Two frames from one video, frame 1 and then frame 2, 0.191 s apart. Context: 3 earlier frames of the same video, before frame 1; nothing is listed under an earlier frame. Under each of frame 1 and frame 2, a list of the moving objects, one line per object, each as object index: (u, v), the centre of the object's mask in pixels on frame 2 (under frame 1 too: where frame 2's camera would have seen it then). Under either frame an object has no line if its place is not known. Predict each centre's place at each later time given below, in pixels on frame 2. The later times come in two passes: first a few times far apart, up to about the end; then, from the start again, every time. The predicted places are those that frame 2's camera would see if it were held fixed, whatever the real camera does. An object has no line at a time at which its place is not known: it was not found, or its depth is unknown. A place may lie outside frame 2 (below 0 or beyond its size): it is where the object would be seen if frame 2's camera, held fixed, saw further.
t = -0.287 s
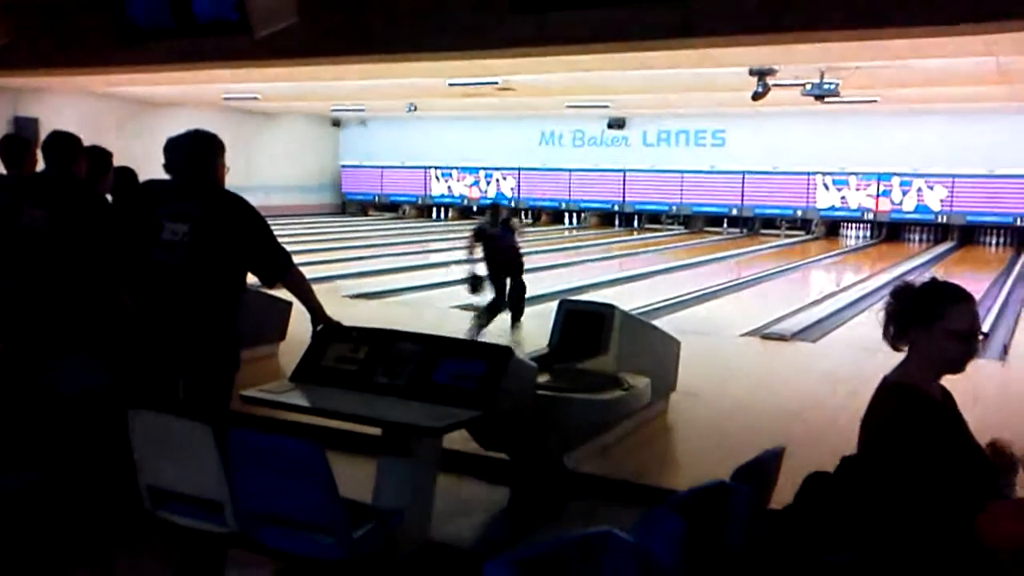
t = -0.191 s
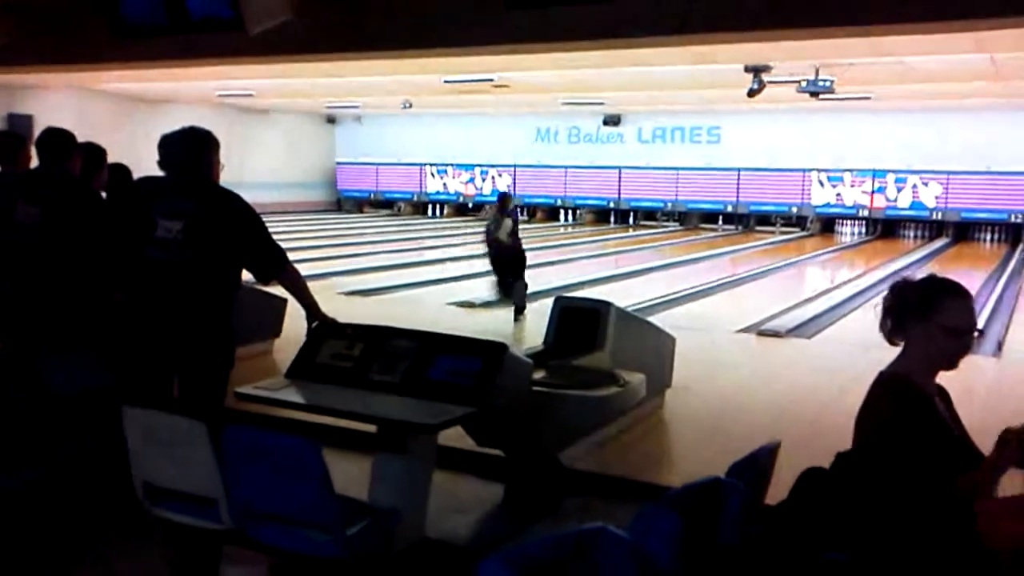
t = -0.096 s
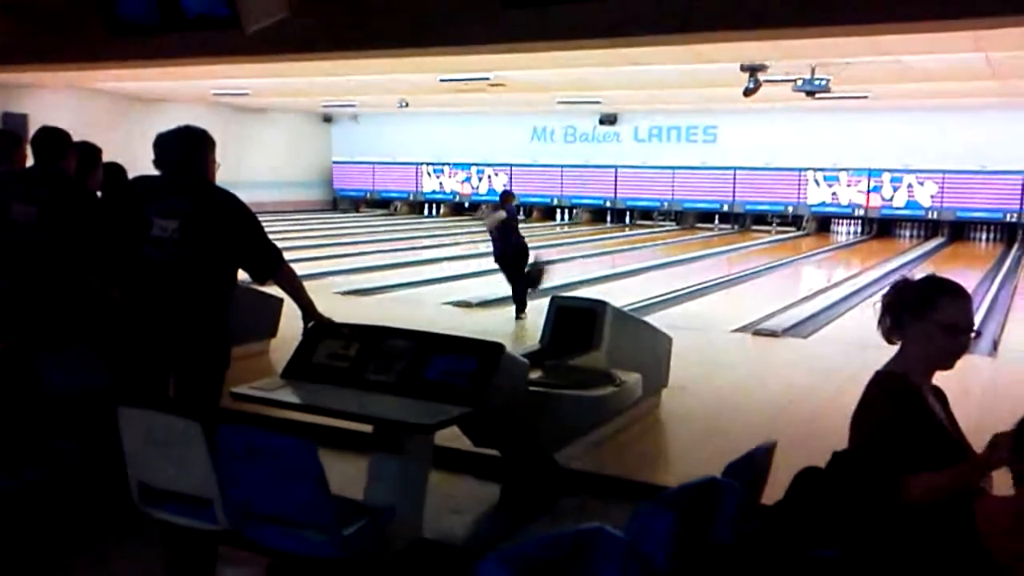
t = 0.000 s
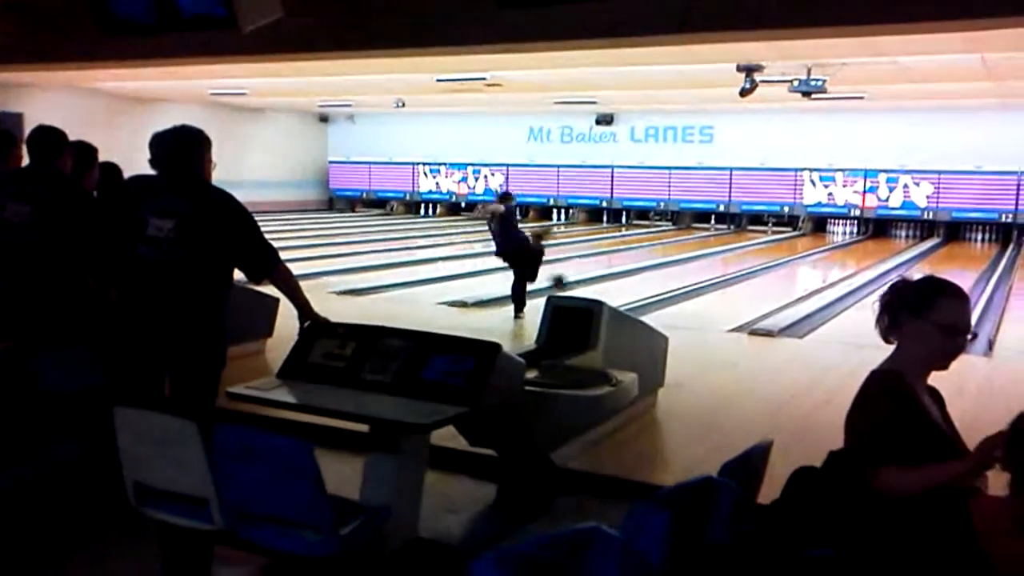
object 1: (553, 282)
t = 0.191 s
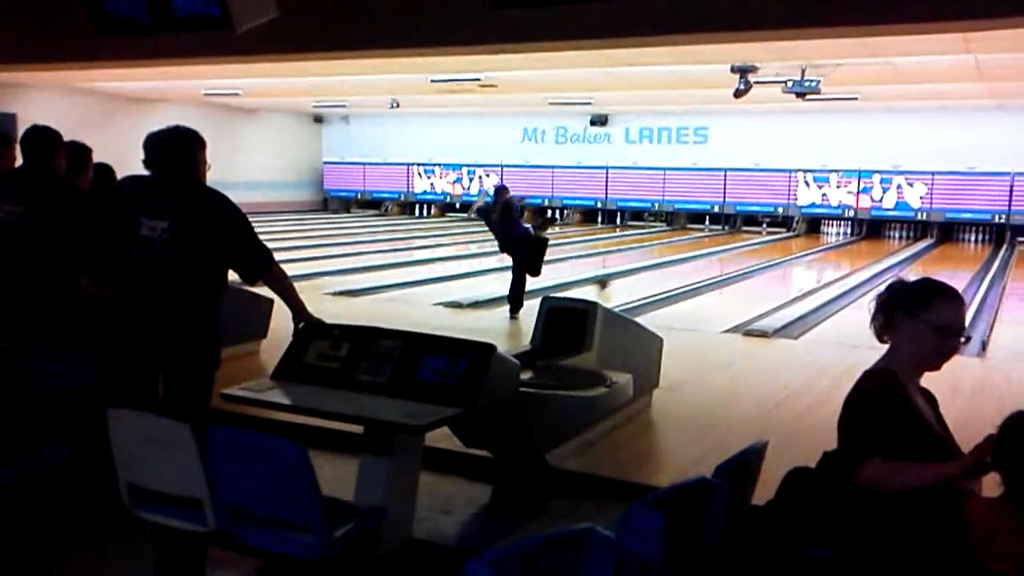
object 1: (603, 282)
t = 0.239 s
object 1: (614, 279)
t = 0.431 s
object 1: (652, 268)
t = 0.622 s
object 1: (683, 260)
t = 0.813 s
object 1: (708, 255)
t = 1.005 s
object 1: (731, 250)
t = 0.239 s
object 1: (614, 279)
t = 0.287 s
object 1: (625, 276)
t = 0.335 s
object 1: (634, 274)
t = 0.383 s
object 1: (642, 271)
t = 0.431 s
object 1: (652, 268)
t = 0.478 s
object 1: (660, 267)
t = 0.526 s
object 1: (669, 265)
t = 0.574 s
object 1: (677, 261)
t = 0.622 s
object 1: (683, 260)
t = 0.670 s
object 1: (689, 259)
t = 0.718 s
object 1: (696, 257)
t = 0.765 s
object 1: (701, 256)
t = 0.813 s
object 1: (708, 255)
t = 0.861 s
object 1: (714, 254)
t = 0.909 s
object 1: (720, 253)
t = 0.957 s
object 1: (725, 251)
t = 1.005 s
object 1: (731, 250)
